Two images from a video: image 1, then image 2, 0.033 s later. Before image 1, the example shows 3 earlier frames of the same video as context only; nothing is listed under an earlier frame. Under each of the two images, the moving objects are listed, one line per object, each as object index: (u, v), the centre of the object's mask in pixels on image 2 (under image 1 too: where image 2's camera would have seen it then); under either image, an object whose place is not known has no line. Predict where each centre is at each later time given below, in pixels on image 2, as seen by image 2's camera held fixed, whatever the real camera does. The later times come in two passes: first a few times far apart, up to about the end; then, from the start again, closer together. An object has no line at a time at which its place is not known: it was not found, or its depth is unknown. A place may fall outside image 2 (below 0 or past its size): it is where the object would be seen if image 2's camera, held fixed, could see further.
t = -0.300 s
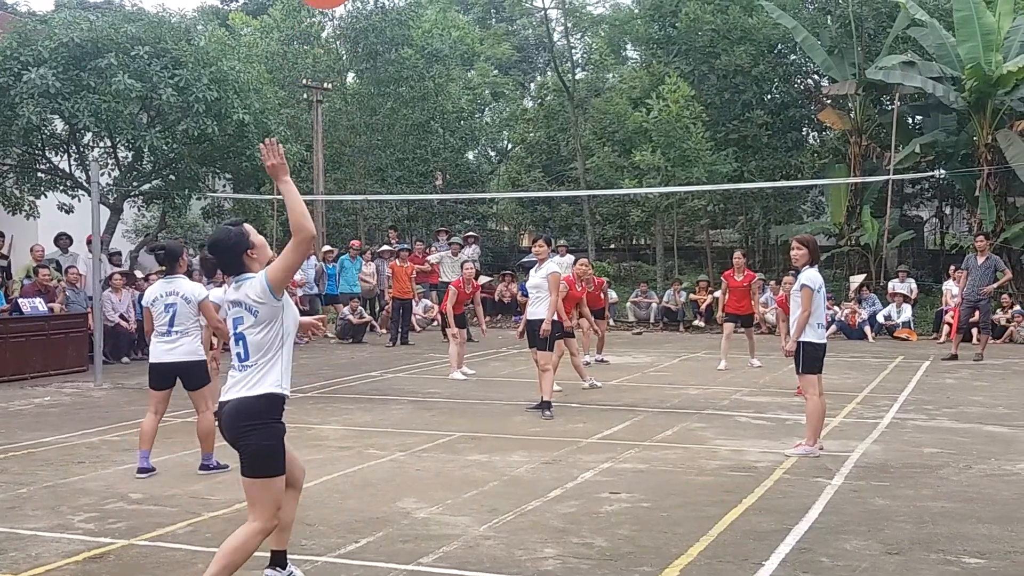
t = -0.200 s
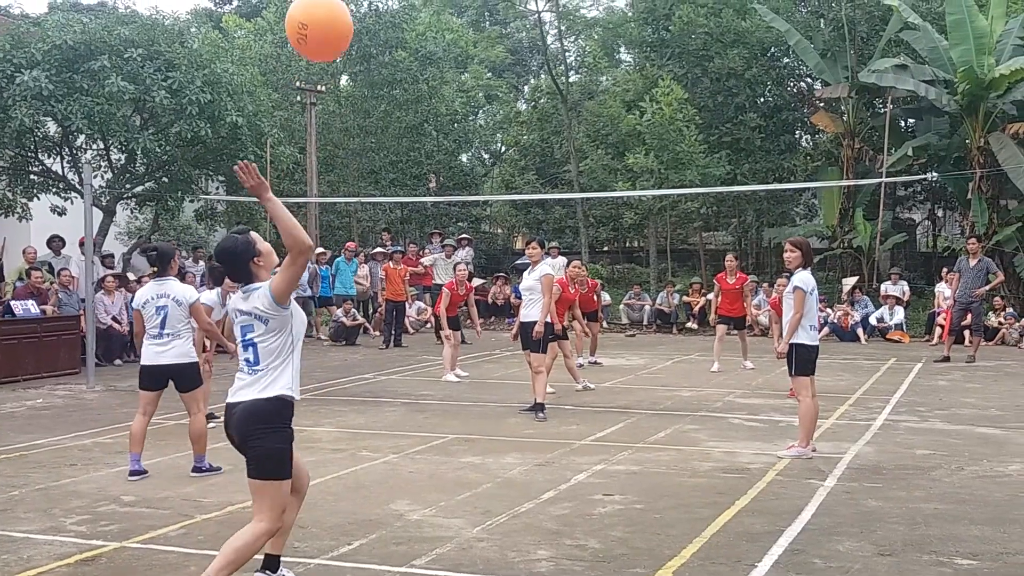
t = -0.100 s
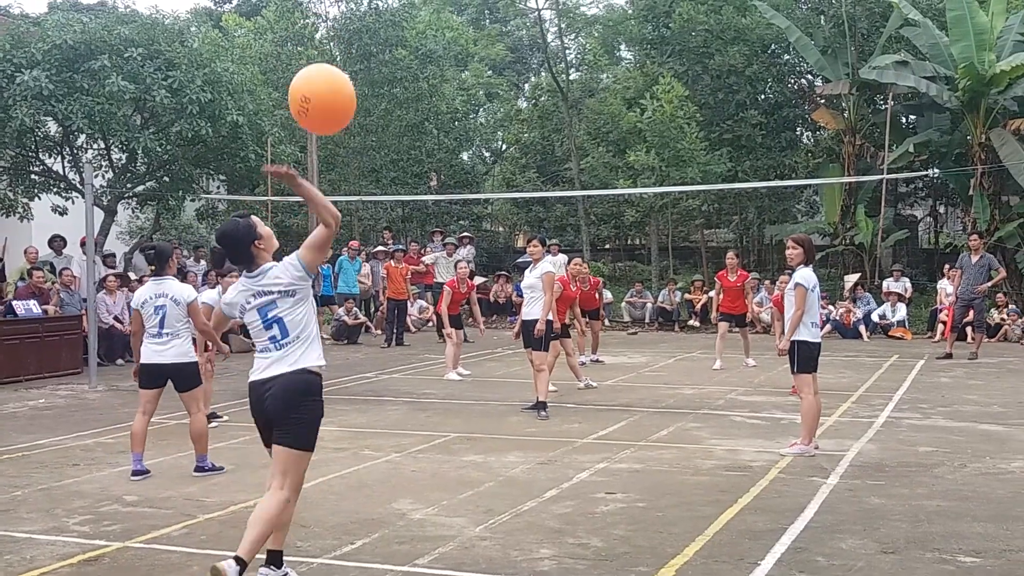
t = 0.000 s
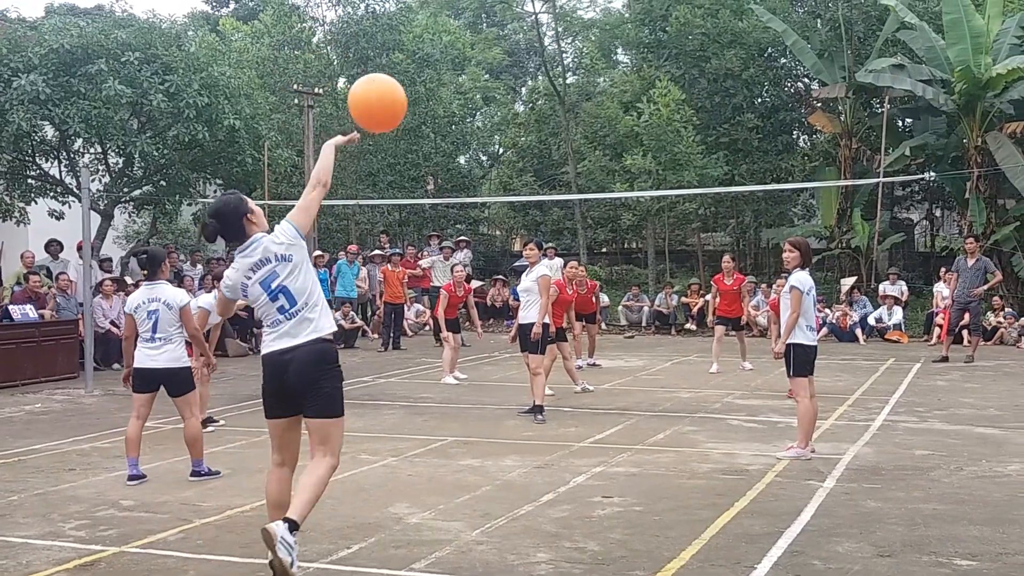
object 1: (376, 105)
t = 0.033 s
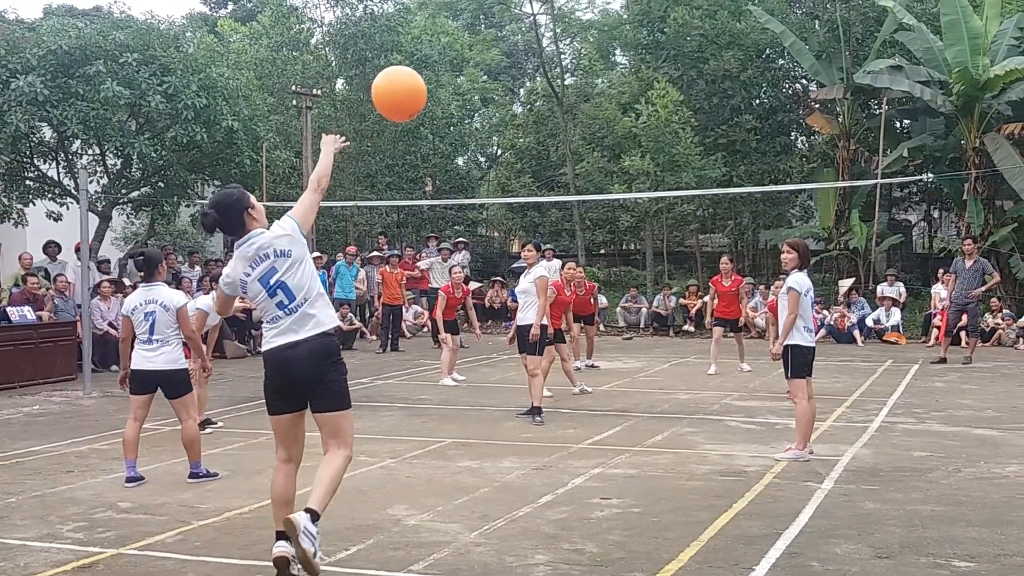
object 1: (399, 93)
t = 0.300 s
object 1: (510, 69)
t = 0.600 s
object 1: (583, 121)
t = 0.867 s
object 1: (619, 216)
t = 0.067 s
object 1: (418, 87)
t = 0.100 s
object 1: (436, 81)
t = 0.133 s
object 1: (452, 75)
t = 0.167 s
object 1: (466, 70)
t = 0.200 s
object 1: (478, 67)
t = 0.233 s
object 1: (489, 67)
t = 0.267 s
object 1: (500, 68)
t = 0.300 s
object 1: (510, 69)
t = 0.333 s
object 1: (520, 72)
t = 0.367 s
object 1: (530, 76)
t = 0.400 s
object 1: (539, 80)
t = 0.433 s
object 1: (547, 85)
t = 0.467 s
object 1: (555, 91)
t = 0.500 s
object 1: (562, 97)
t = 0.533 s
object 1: (569, 104)
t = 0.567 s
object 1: (576, 112)
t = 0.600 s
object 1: (583, 121)
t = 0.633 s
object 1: (588, 131)
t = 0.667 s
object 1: (594, 142)
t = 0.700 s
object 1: (599, 153)
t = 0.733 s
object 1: (603, 165)
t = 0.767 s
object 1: (607, 176)
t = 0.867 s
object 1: (619, 216)
